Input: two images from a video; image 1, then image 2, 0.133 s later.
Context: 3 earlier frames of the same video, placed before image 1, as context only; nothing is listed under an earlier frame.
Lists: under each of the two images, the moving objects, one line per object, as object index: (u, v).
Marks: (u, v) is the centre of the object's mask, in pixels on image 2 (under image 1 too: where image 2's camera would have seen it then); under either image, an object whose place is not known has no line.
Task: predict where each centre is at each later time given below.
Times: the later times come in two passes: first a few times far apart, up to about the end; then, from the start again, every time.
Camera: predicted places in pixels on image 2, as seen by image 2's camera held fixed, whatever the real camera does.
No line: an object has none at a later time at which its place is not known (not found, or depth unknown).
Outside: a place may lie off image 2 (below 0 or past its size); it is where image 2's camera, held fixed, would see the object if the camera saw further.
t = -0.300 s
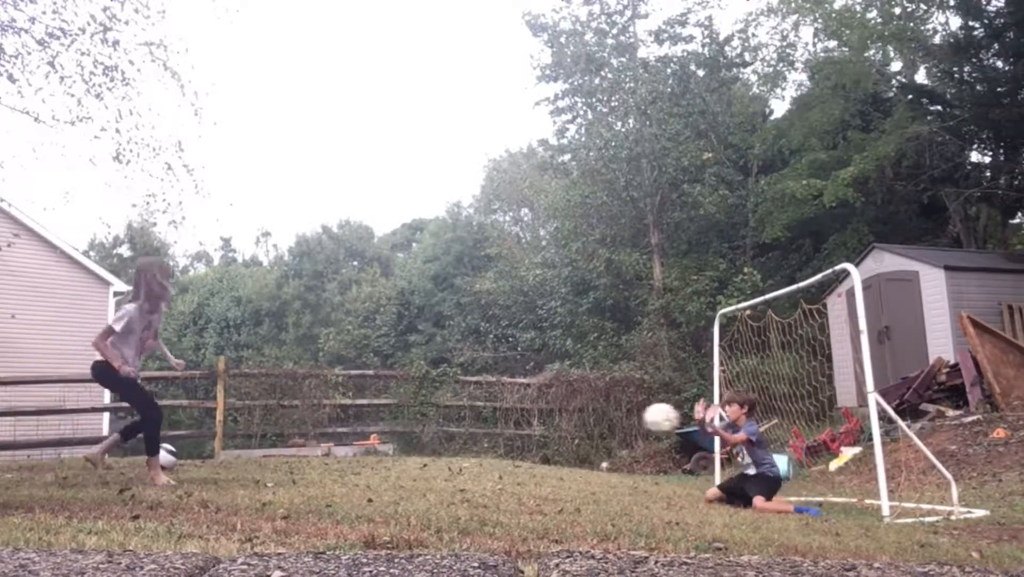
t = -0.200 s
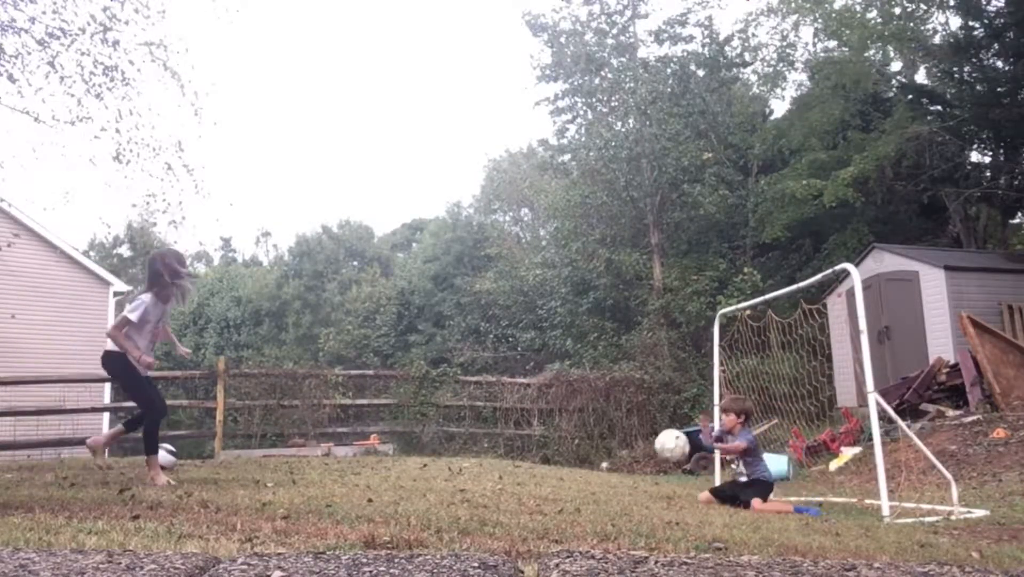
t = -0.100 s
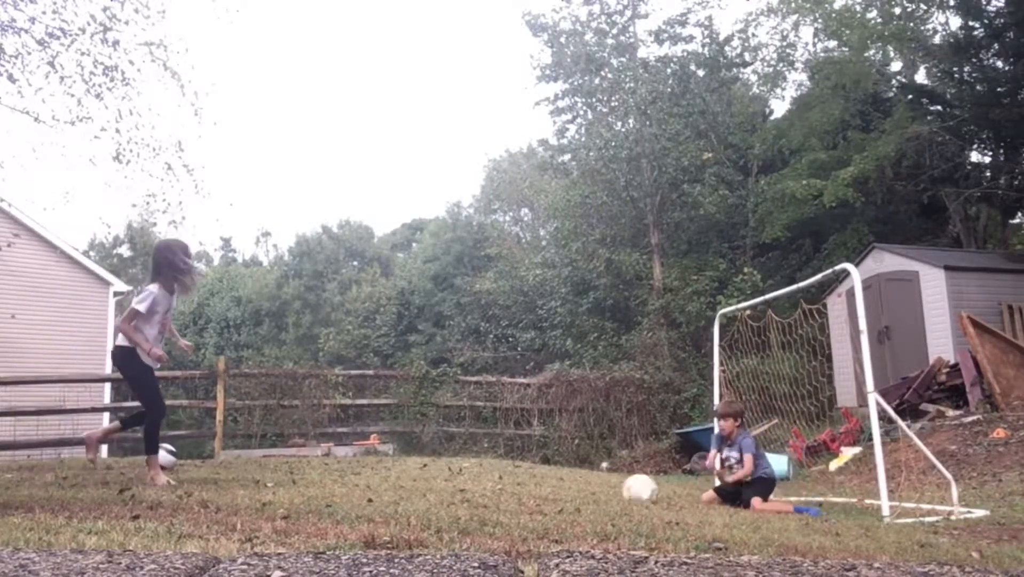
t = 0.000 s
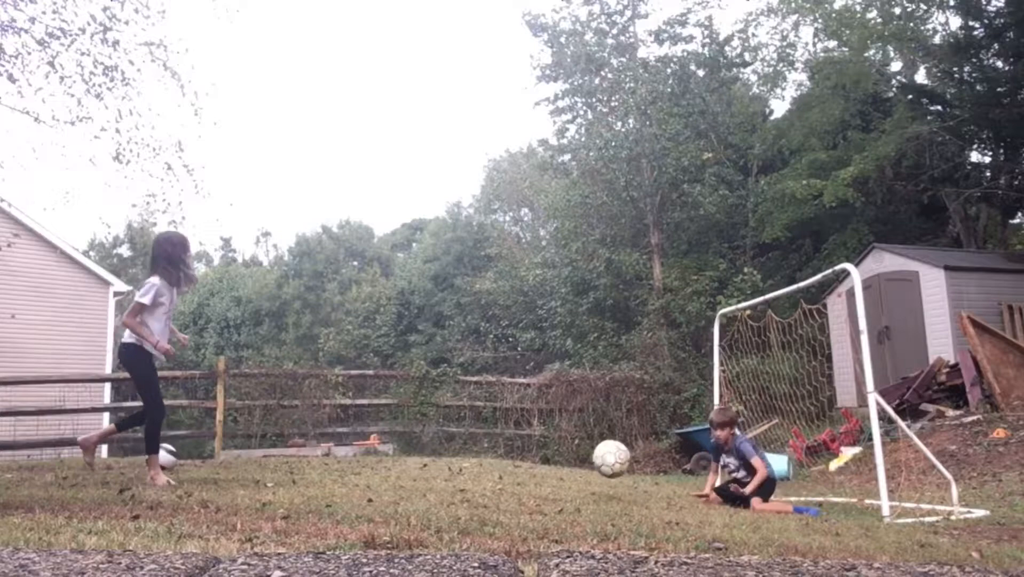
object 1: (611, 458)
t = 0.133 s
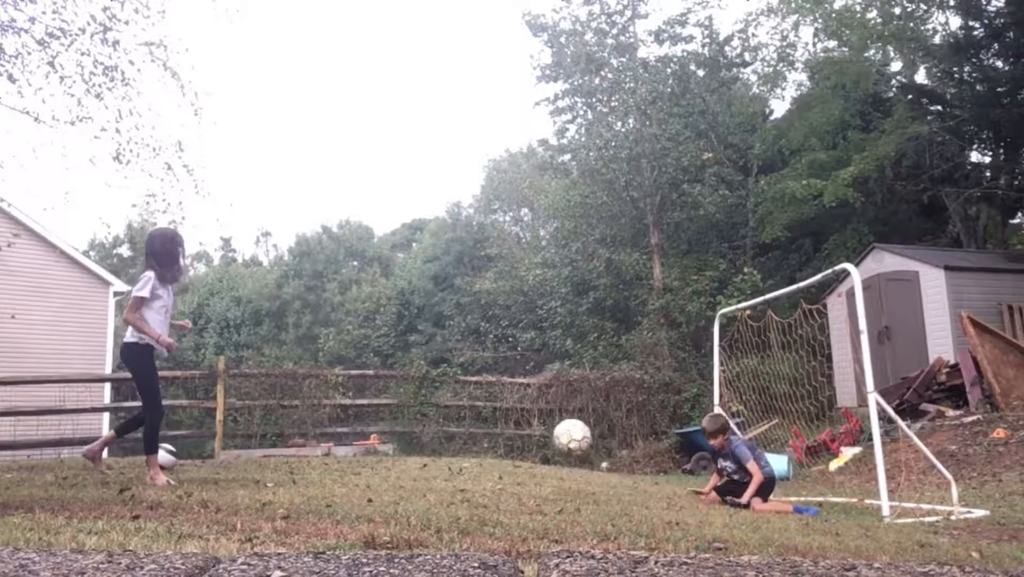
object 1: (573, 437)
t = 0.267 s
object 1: (533, 448)
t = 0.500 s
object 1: (460, 460)
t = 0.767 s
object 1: (373, 474)
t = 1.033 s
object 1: (285, 471)
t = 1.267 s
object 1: (211, 474)
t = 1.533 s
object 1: (131, 473)
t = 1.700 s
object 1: (90, 470)
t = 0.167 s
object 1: (562, 437)
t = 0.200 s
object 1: (552, 438)
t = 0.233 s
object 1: (543, 443)
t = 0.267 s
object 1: (533, 448)
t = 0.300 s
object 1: (522, 457)
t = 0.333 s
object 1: (512, 467)
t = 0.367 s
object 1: (501, 479)
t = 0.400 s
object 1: (490, 480)
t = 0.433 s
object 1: (481, 473)
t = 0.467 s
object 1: (470, 465)
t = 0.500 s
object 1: (460, 460)
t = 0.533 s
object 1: (450, 457)
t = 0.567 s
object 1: (439, 456)
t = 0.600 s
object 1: (428, 458)
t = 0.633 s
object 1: (417, 463)
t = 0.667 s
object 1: (406, 469)
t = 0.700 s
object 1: (394, 477)
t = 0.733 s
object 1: (383, 479)
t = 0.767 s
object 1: (373, 474)
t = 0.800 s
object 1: (363, 470)
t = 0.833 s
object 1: (351, 468)
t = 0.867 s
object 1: (341, 469)
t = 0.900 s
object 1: (330, 471)
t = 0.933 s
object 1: (317, 476)
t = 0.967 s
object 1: (307, 476)
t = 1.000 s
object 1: (296, 474)
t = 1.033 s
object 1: (285, 471)
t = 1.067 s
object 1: (275, 472)
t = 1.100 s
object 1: (264, 473)
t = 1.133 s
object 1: (253, 476)
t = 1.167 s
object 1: (242, 476)
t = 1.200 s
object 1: (232, 475)
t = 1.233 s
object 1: (221, 475)
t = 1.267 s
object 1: (211, 474)
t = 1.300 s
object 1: (201, 476)
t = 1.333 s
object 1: (189, 472)
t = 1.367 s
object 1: (178, 473)
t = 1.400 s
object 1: (168, 472)
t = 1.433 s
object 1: (159, 472)
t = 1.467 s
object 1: (149, 475)
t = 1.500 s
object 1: (139, 473)
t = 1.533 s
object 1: (131, 473)
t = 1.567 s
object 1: (123, 472)
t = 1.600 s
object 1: (115, 471)
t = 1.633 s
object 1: (106, 471)
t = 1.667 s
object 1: (97, 470)
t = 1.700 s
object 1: (90, 470)
